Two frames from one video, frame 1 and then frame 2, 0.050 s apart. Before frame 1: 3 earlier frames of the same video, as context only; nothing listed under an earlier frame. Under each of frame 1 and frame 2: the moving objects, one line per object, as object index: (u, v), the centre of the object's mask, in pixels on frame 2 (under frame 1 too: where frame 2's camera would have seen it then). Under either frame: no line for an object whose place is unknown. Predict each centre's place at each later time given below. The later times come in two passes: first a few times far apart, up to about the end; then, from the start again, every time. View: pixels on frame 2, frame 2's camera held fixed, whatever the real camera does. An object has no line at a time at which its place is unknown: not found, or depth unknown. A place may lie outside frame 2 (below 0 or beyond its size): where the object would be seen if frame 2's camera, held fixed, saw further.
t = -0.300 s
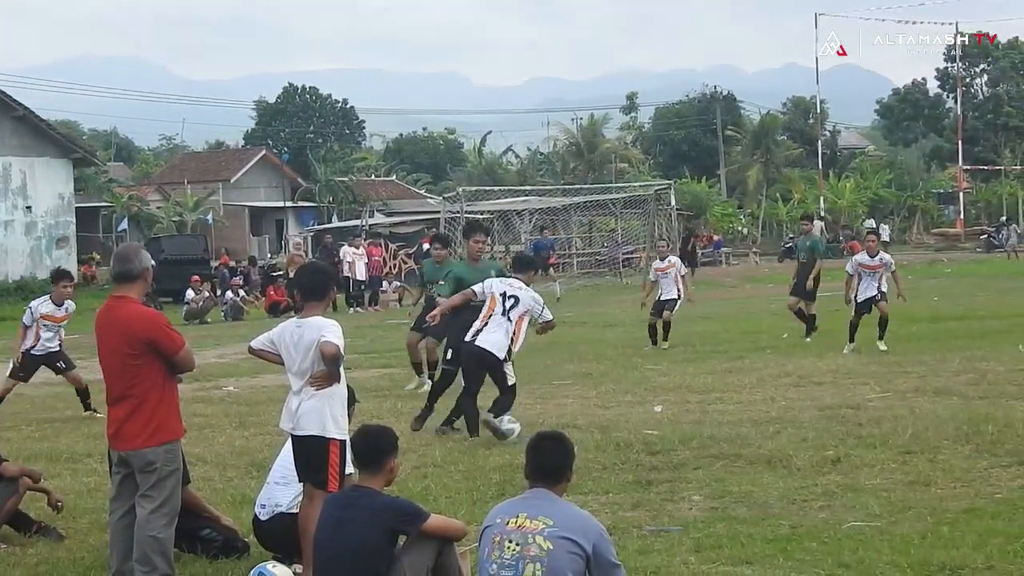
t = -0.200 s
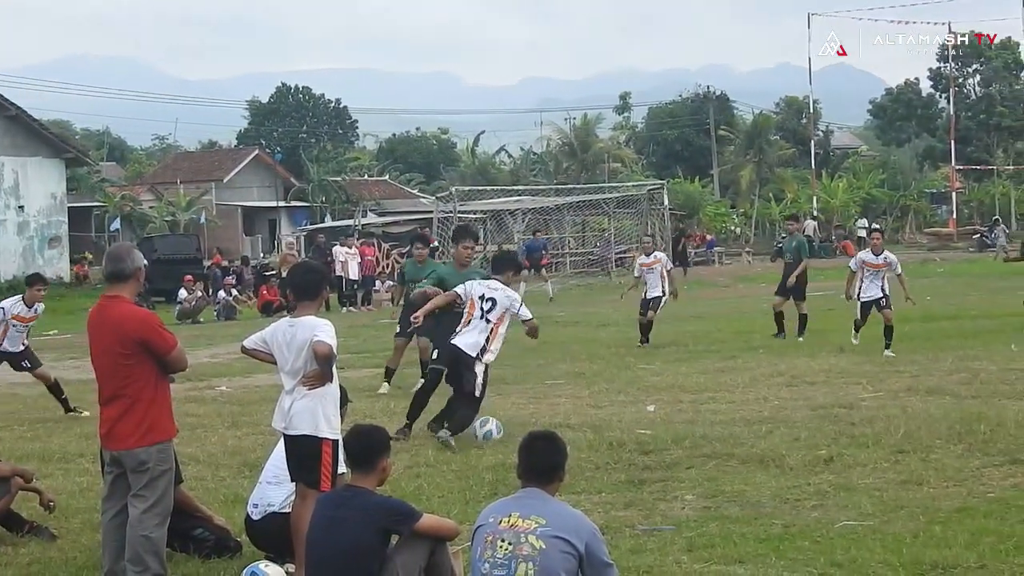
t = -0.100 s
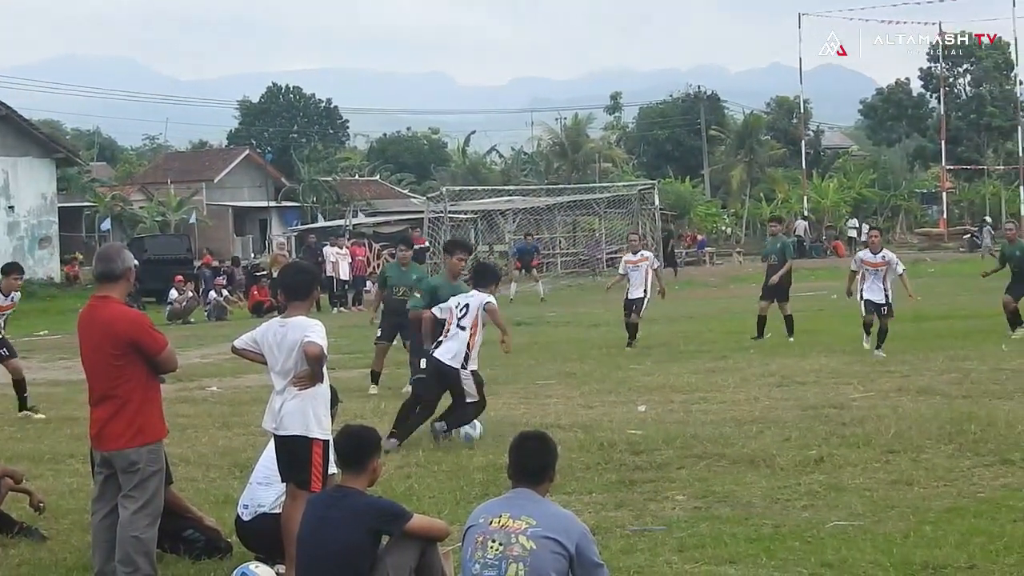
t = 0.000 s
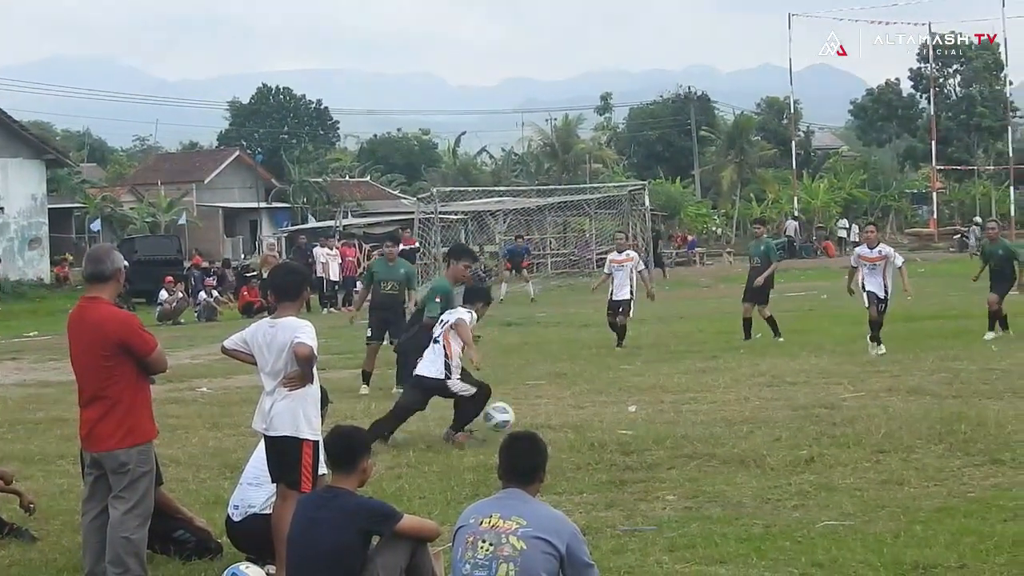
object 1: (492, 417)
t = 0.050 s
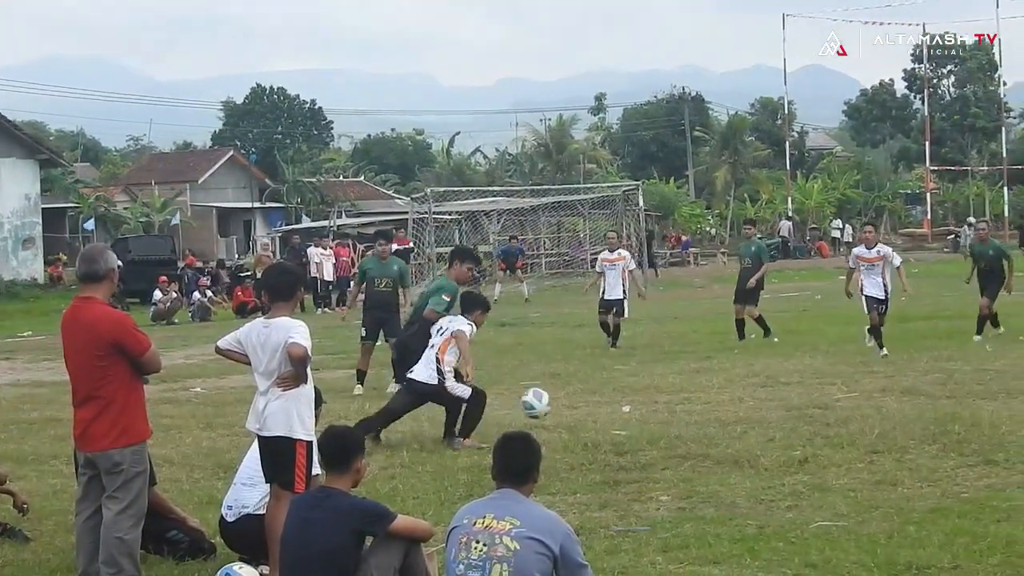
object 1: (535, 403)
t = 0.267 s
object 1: (727, 380)
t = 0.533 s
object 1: (976, 430)
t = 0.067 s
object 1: (550, 399)
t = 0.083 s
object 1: (564, 395)
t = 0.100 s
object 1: (578, 392)
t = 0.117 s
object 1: (594, 389)
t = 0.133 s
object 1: (607, 387)
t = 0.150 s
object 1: (622, 384)
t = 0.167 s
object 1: (637, 383)
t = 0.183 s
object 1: (652, 381)
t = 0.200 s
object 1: (666, 380)
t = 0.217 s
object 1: (682, 380)
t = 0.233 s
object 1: (697, 380)
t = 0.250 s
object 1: (711, 380)
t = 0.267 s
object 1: (727, 380)
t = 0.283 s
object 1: (742, 381)
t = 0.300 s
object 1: (758, 382)
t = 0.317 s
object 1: (773, 384)
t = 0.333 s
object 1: (788, 386)
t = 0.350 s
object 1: (804, 389)
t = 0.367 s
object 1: (819, 391)
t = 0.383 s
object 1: (836, 394)
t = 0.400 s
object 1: (851, 397)
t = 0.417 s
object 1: (867, 401)
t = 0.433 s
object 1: (883, 406)
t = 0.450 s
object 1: (899, 411)
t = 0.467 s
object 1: (916, 415)
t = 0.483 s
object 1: (932, 422)
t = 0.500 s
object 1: (949, 426)
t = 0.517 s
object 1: (965, 431)
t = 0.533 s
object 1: (976, 430)
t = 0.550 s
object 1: (988, 428)
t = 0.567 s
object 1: (999, 424)
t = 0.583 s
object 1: (1010, 421)
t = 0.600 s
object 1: (1021, 418)
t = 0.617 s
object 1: (1033, 416)
